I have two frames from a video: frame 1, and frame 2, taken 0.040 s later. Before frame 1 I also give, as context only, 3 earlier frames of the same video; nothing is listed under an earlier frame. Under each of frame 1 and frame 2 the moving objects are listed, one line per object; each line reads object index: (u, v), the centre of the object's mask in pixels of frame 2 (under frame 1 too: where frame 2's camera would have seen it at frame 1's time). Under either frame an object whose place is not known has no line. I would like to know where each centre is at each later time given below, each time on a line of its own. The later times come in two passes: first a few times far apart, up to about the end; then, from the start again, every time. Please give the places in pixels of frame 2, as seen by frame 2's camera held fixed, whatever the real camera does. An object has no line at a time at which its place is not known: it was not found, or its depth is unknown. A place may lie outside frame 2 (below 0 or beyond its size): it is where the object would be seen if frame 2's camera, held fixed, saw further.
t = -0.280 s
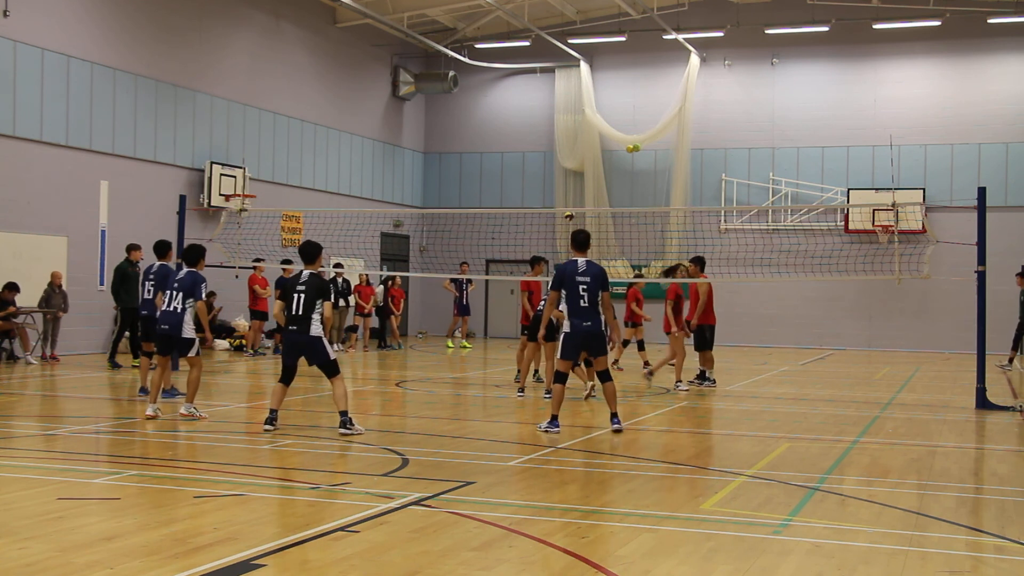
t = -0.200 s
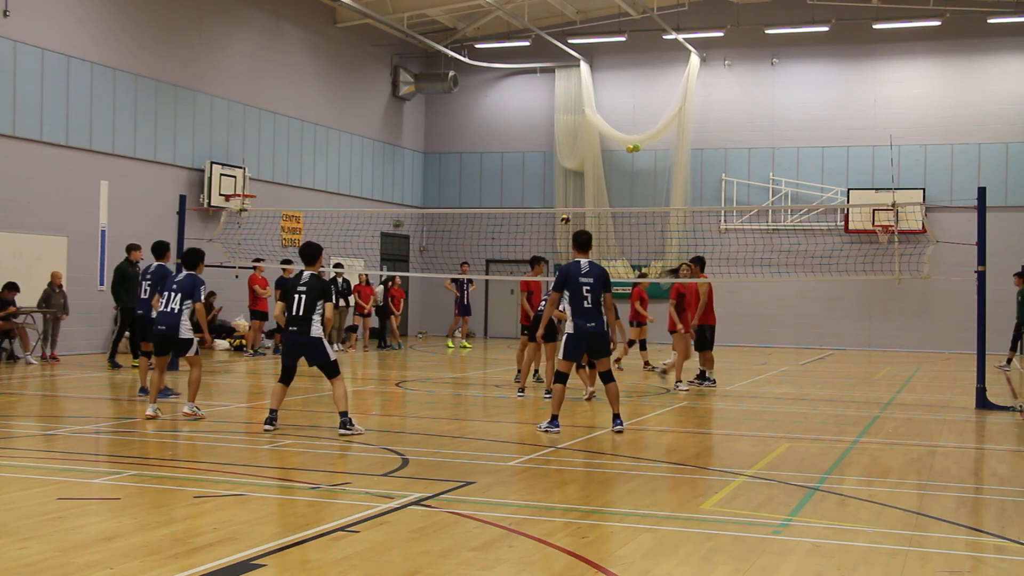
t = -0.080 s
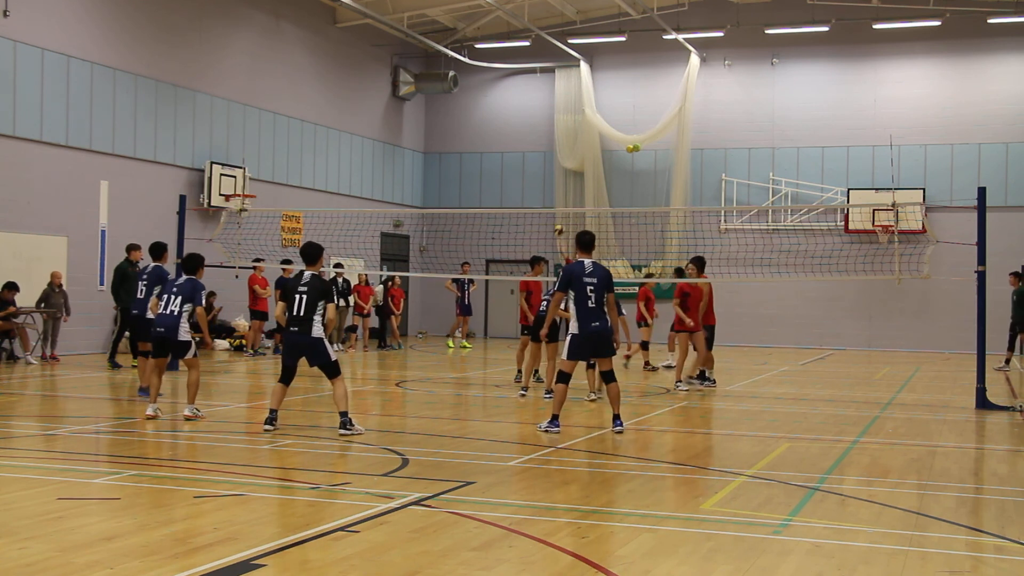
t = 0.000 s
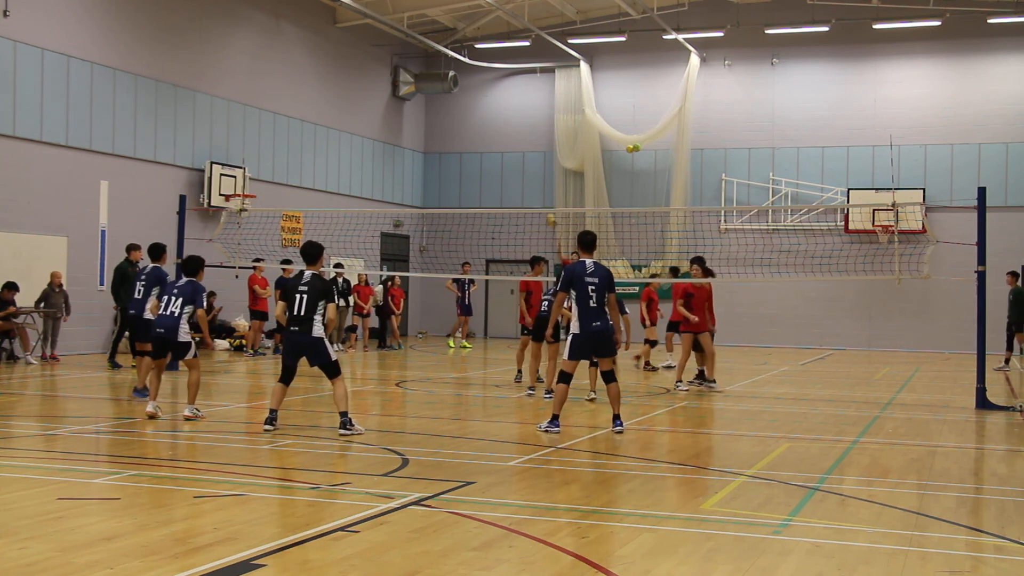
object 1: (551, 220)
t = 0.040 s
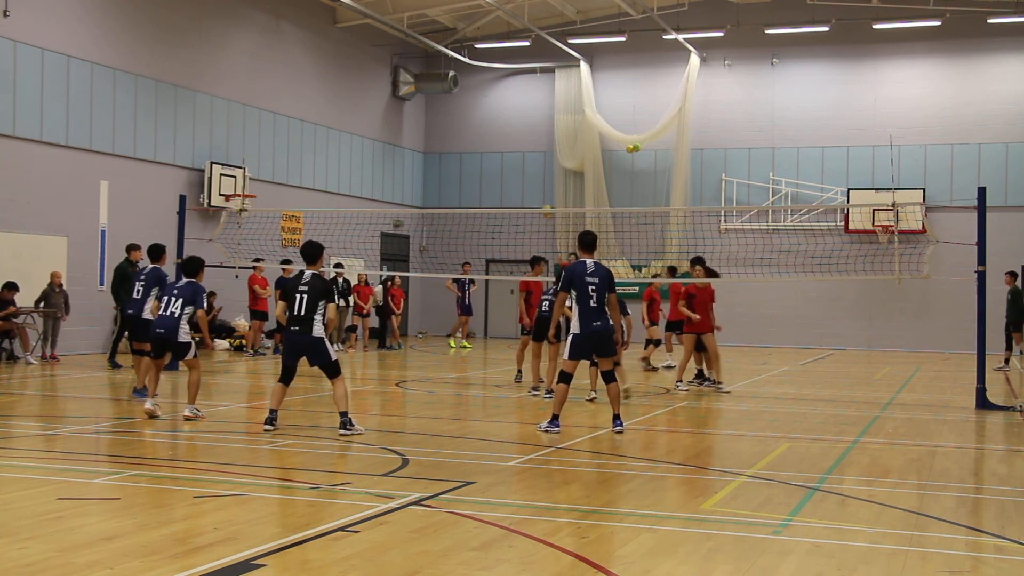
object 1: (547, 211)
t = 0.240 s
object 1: (519, 171)
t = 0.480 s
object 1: (470, 144)
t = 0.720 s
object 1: (398, 155)
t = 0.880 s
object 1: (332, 197)
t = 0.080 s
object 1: (542, 202)
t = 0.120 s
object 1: (537, 194)
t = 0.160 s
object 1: (531, 186)
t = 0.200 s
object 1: (526, 178)
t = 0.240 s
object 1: (519, 171)
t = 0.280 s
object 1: (512, 164)
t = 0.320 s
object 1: (505, 159)
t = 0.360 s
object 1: (497, 155)
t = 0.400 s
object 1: (489, 150)
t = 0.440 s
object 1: (480, 147)
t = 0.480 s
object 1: (470, 144)
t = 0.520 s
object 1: (460, 143)
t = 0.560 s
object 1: (450, 143)
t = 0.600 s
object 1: (438, 143)
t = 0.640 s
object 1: (426, 145)
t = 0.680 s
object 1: (413, 150)
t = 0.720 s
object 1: (398, 155)
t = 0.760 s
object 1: (384, 162)
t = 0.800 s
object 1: (367, 172)
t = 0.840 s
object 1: (350, 183)
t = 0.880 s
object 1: (332, 197)
